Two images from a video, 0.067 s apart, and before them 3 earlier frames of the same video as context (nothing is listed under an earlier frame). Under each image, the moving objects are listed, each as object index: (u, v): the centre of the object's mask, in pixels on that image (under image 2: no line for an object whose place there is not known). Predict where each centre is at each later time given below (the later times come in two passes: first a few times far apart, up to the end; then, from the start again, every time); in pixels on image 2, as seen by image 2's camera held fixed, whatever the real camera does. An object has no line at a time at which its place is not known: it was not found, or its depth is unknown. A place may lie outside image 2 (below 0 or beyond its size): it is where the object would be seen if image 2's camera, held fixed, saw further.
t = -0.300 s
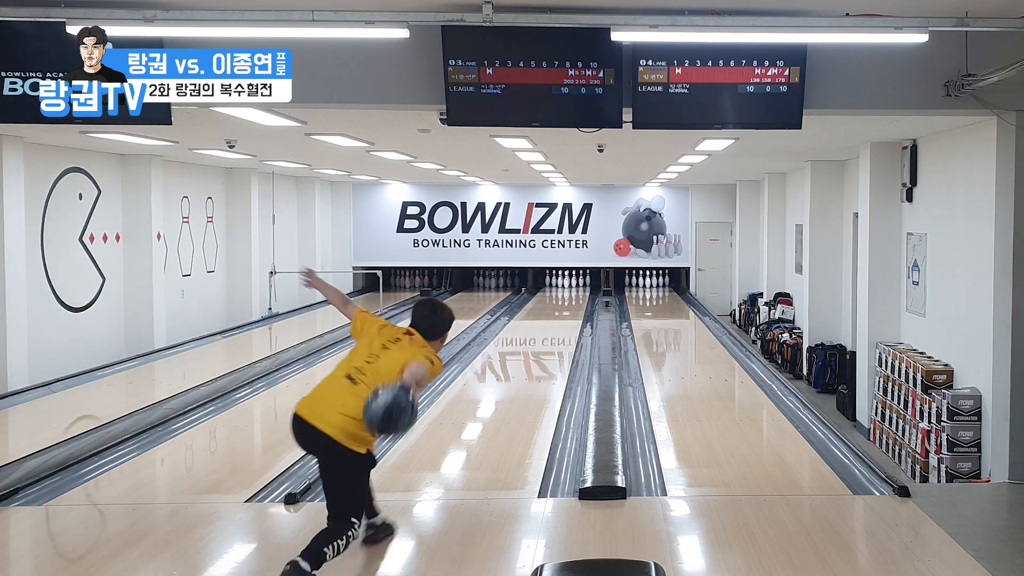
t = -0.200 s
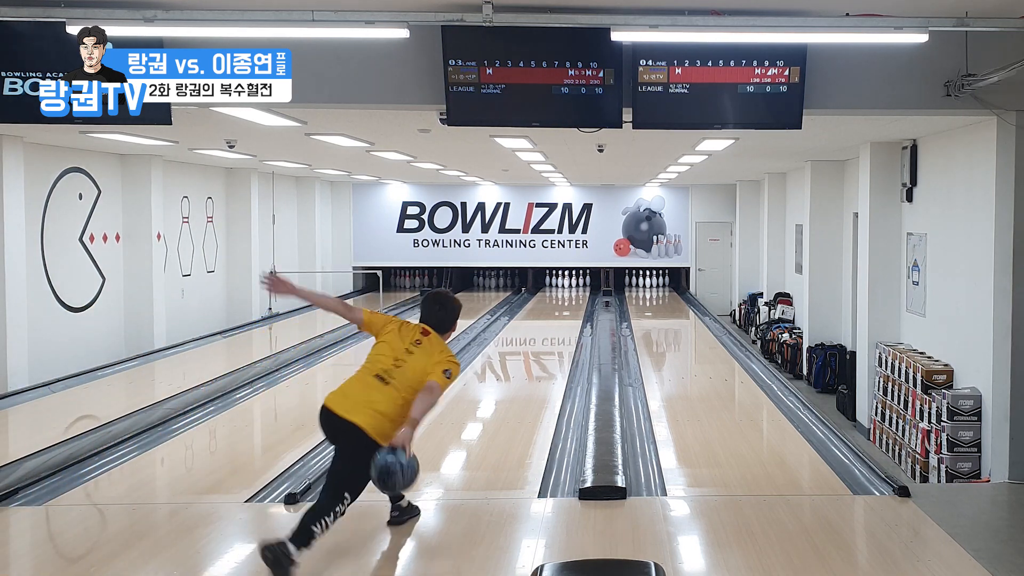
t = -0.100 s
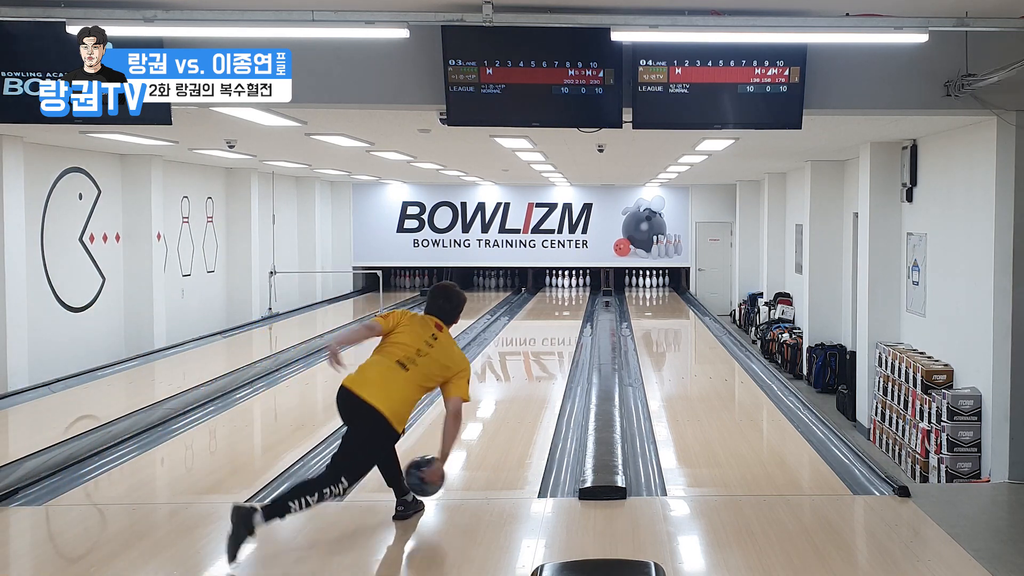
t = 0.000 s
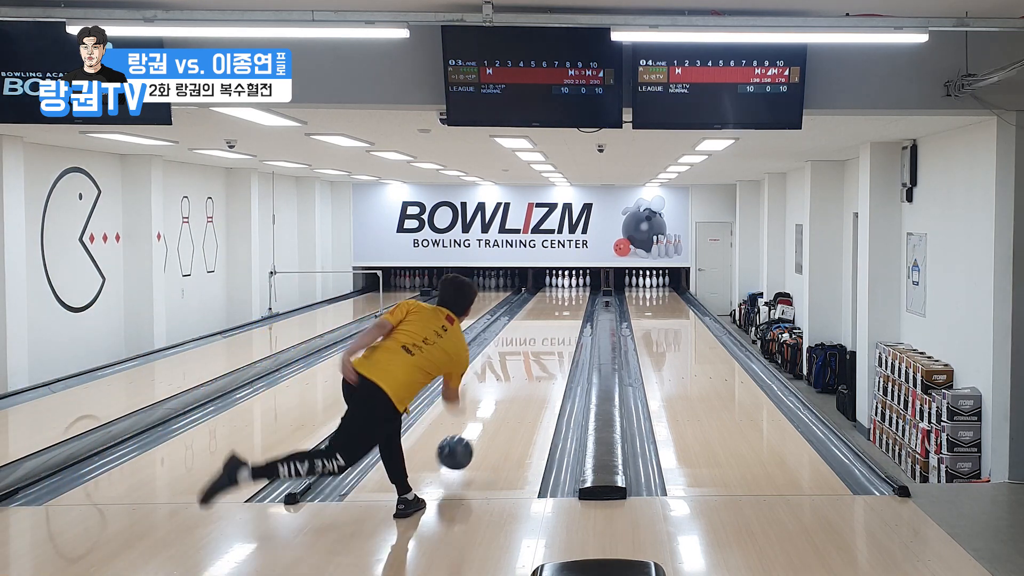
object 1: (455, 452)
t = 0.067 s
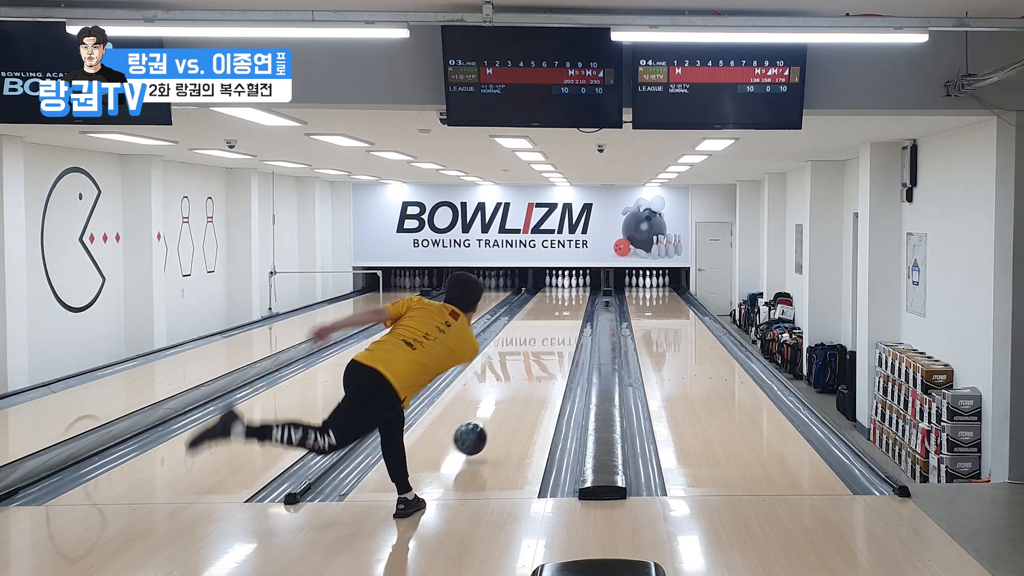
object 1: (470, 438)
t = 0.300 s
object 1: (508, 396)
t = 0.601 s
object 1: (538, 358)
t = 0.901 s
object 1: (556, 333)
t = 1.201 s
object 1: (568, 316)
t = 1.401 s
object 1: (573, 307)
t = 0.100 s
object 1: (477, 435)
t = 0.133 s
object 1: (483, 428)
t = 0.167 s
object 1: (489, 421)
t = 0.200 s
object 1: (495, 414)
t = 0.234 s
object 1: (500, 408)
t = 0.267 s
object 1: (504, 401)
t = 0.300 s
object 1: (508, 396)
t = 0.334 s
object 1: (513, 391)
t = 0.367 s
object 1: (516, 386)
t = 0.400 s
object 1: (520, 381)
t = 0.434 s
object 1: (523, 377)
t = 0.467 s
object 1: (527, 372)
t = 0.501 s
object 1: (530, 368)
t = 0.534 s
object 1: (533, 365)
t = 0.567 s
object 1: (535, 361)
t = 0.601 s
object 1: (538, 358)
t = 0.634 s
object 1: (540, 354)
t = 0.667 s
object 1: (543, 352)
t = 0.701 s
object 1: (545, 349)
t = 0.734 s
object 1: (547, 346)
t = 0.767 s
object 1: (549, 343)
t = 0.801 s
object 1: (551, 340)
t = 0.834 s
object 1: (553, 338)
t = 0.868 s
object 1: (555, 335)
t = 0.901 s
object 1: (556, 333)
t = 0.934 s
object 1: (558, 331)
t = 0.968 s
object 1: (559, 329)
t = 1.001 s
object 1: (560, 327)
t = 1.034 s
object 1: (562, 325)
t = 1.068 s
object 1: (563, 322)
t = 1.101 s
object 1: (564, 321)
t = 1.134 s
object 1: (566, 319)
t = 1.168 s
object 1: (567, 318)
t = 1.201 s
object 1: (568, 316)
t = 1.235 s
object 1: (569, 315)
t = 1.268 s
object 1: (570, 313)
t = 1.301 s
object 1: (570, 312)
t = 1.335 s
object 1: (572, 310)
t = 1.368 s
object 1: (572, 309)
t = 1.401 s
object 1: (573, 307)
